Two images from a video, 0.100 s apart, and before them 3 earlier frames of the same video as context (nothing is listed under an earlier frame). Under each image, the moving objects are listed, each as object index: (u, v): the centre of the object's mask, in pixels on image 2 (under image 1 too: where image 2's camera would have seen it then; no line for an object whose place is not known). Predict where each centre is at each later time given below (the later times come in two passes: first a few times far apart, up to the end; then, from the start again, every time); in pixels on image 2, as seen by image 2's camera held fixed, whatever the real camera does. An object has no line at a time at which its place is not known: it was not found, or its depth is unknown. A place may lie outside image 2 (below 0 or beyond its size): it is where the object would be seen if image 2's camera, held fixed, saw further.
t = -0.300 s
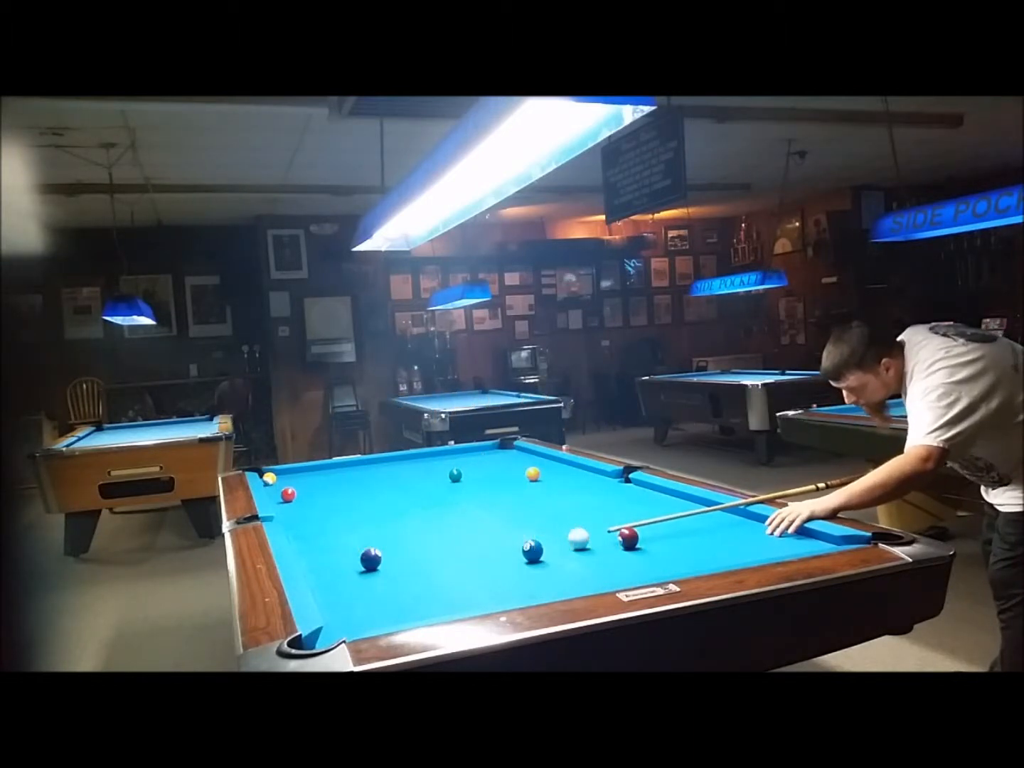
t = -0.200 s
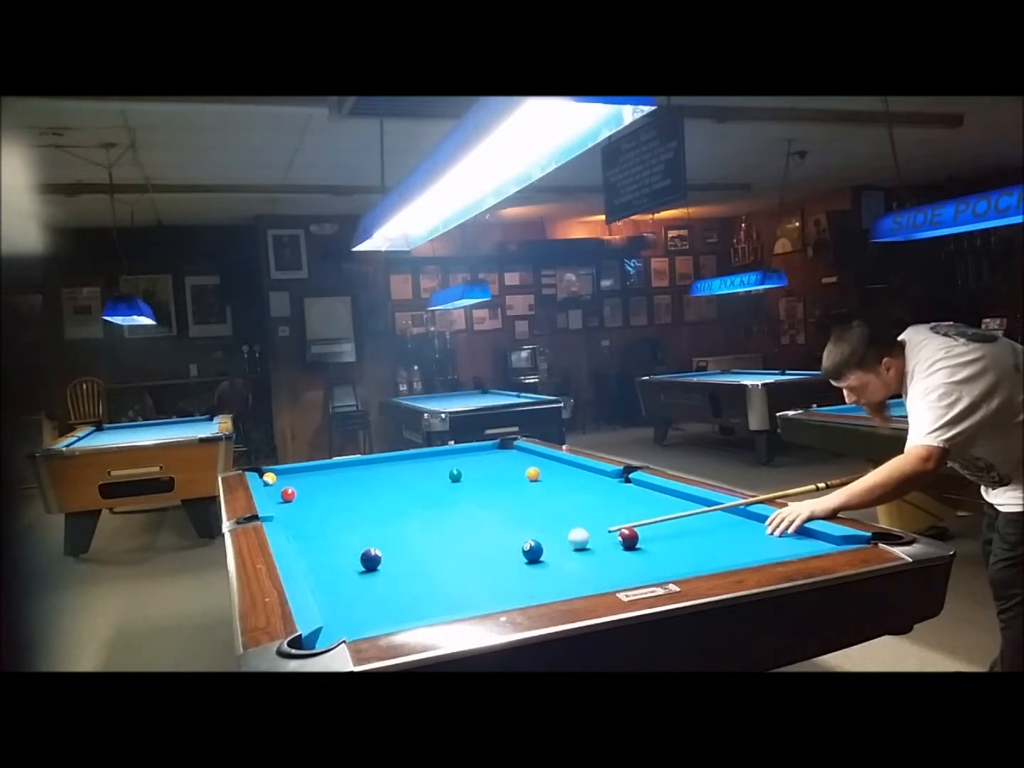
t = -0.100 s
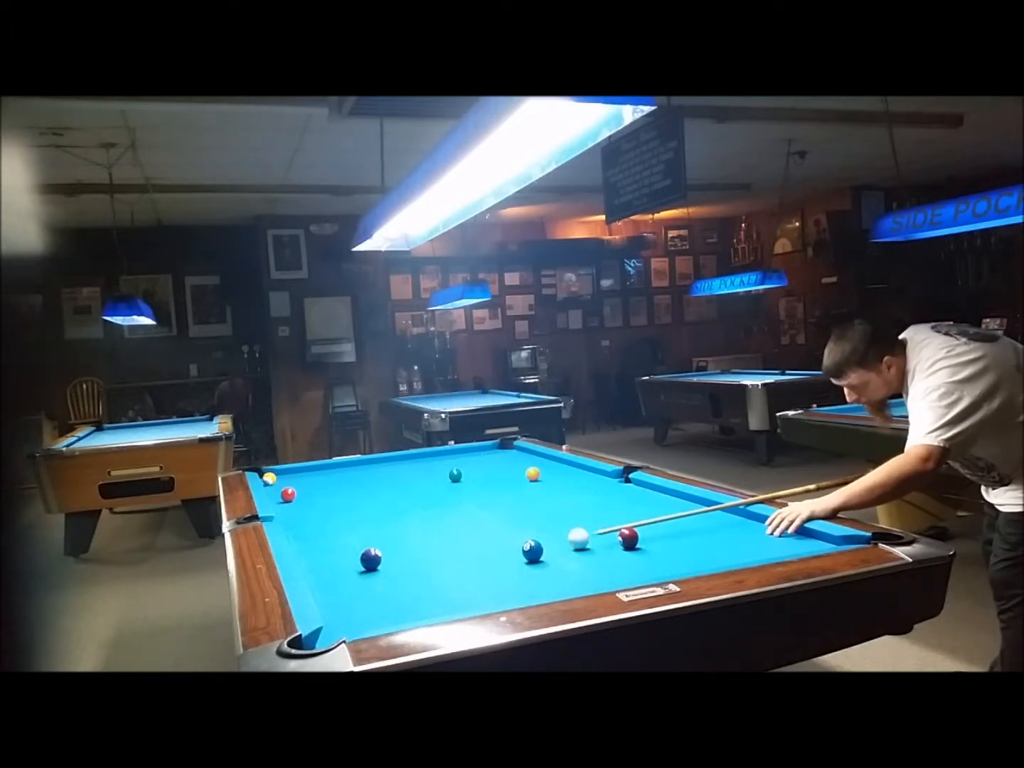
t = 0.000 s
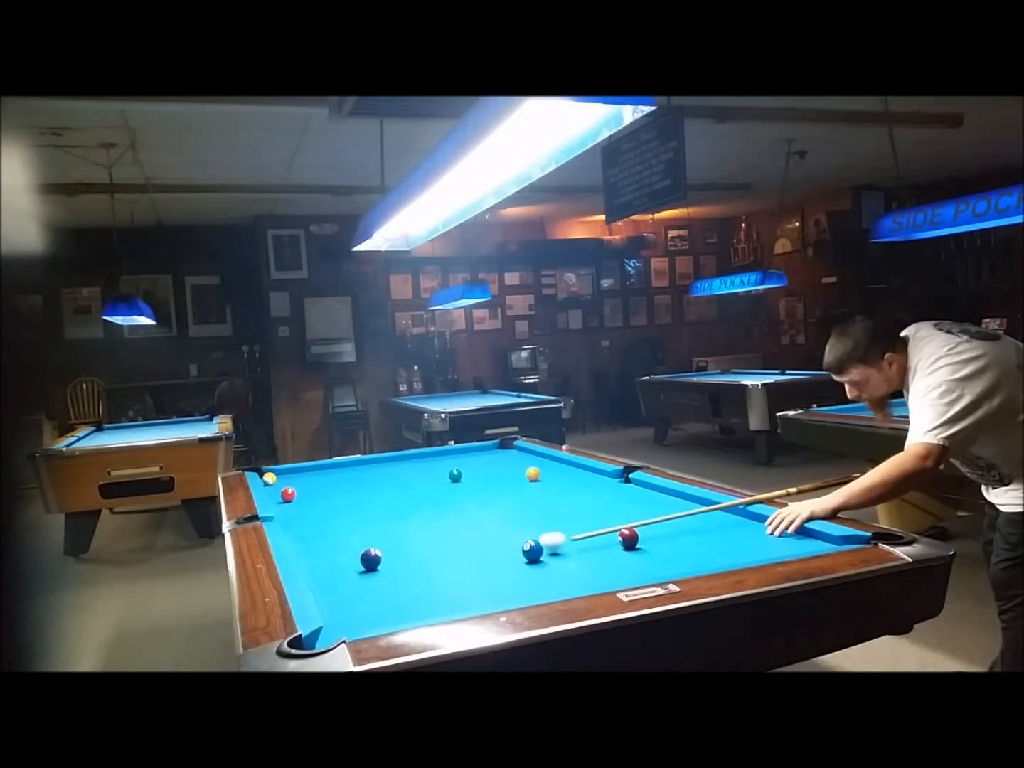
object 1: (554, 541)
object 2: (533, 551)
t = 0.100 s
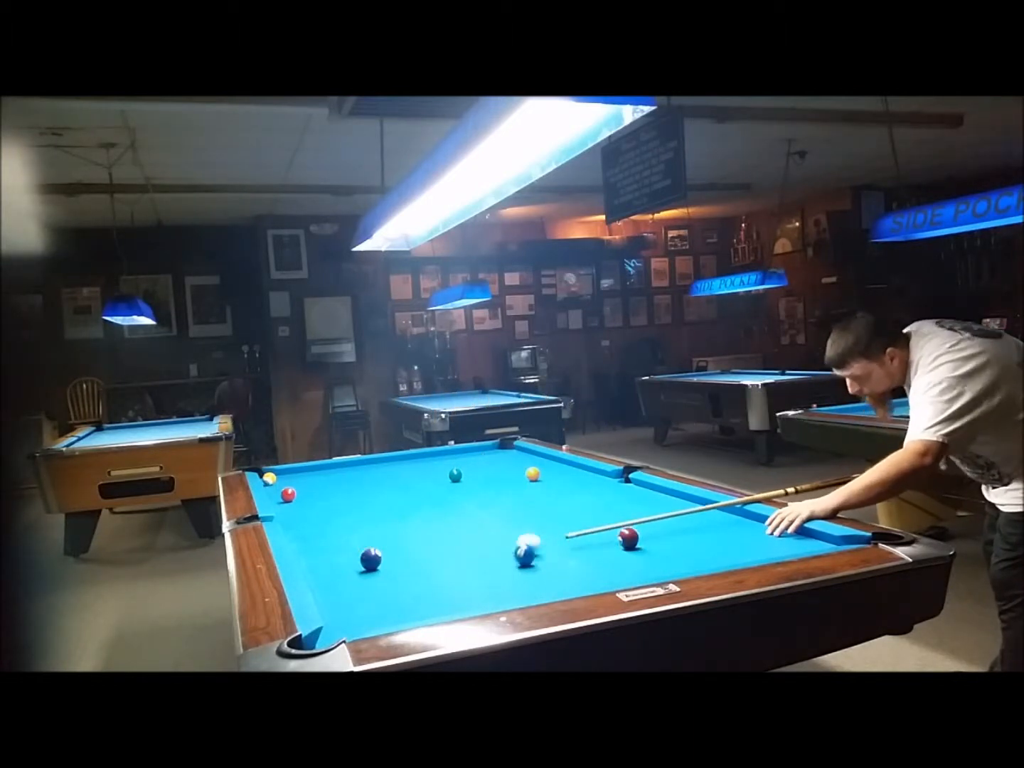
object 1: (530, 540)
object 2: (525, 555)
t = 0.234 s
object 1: (501, 543)
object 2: (512, 560)
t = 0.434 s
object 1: (463, 545)
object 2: (492, 571)
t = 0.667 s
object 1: (419, 546)
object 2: (468, 584)
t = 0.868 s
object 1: (384, 546)
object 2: (447, 594)
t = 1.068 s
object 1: (348, 548)
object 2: (424, 605)
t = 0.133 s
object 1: (523, 540)
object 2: (522, 556)
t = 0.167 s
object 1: (515, 540)
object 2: (518, 557)
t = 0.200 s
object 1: (508, 542)
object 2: (515, 559)
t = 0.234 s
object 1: (501, 543)
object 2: (512, 560)
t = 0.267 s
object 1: (495, 544)
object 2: (509, 562)
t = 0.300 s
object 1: (489, 544)
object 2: (505, 564)
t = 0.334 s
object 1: (482, 545)
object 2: (502, 566)
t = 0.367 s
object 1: (475, 545)
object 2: (499, 567)
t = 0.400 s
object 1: (469, 545)
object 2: (495, 570)
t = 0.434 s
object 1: (463, 545)
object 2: (492, 571)
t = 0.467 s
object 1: (456, 545)
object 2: (489, 572)
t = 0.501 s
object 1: (450, 545)
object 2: (485, 574)
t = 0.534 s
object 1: (443, 546)
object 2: (482, 576)
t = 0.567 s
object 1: (437, 546)
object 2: (478, 578)
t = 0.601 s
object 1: (431, 546)
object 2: (475, 580)
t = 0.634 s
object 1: (425, 546)
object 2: (471, 582)
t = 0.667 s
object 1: (419, 546)
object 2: (468, 584)
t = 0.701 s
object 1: (413, 546)
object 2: (464, 584)
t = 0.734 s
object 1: (406, 547)
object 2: (461, 587)
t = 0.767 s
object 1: (400, 547)
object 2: (457, 589)
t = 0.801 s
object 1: (394, 547)
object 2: (454, 590)
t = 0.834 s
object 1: (389, 547)
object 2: (450, 592)
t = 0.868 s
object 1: (384, 546)
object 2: (447, 594)
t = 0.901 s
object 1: (378, 544)
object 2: (443, 596)
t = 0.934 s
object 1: (371, 543)
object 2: (439, 597)
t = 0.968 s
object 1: (364, 545)
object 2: (435, 598)
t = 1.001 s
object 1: (358, 547)
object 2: (432, 601)
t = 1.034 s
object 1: (353, 548)
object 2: (428, 603)
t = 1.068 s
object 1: (348, 548)
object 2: (424, 605)
